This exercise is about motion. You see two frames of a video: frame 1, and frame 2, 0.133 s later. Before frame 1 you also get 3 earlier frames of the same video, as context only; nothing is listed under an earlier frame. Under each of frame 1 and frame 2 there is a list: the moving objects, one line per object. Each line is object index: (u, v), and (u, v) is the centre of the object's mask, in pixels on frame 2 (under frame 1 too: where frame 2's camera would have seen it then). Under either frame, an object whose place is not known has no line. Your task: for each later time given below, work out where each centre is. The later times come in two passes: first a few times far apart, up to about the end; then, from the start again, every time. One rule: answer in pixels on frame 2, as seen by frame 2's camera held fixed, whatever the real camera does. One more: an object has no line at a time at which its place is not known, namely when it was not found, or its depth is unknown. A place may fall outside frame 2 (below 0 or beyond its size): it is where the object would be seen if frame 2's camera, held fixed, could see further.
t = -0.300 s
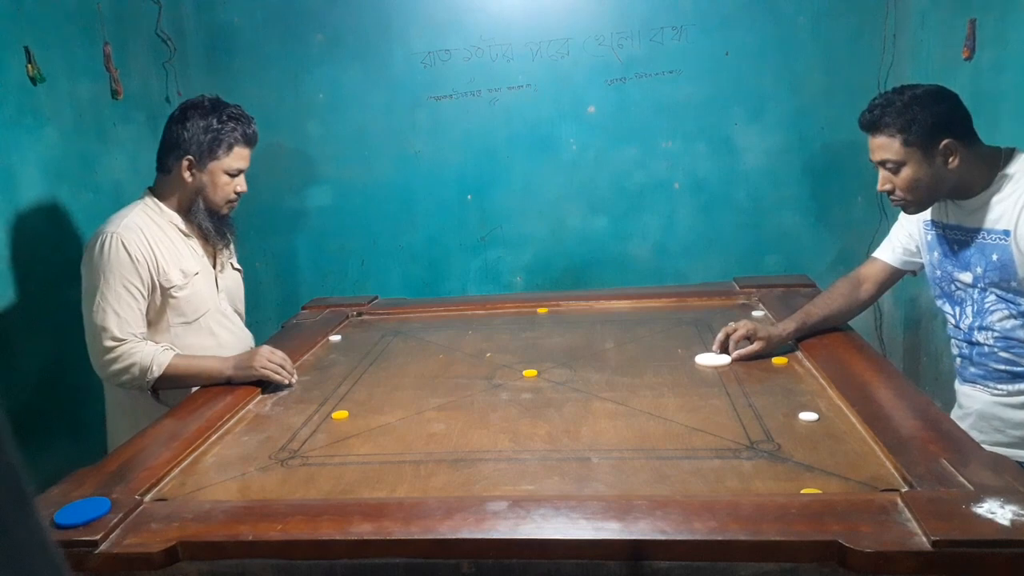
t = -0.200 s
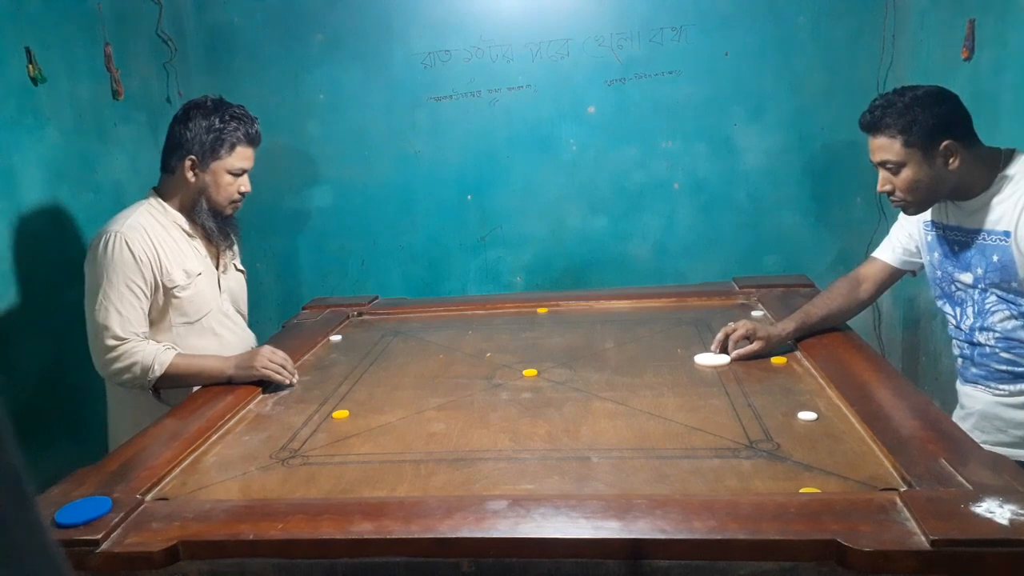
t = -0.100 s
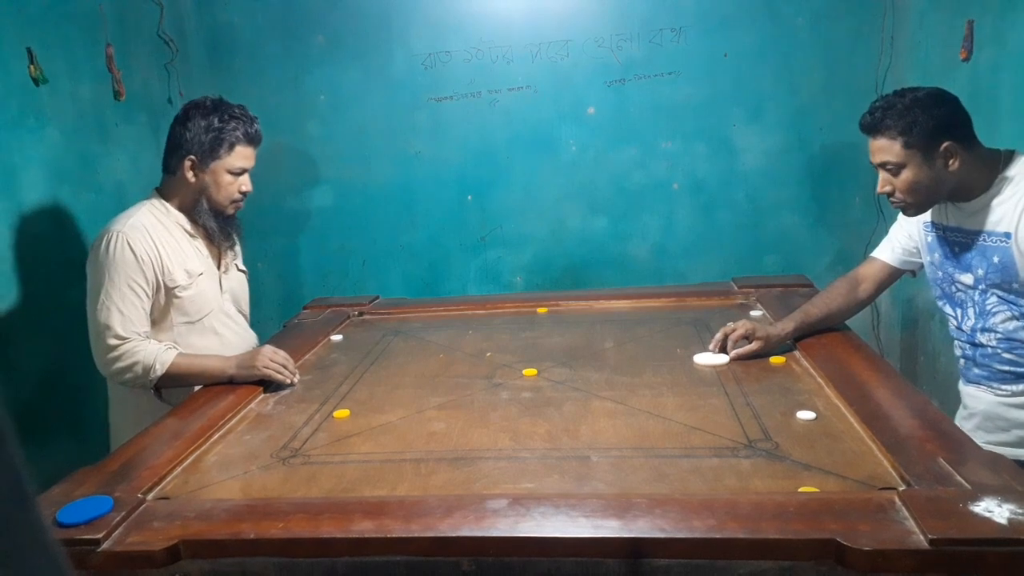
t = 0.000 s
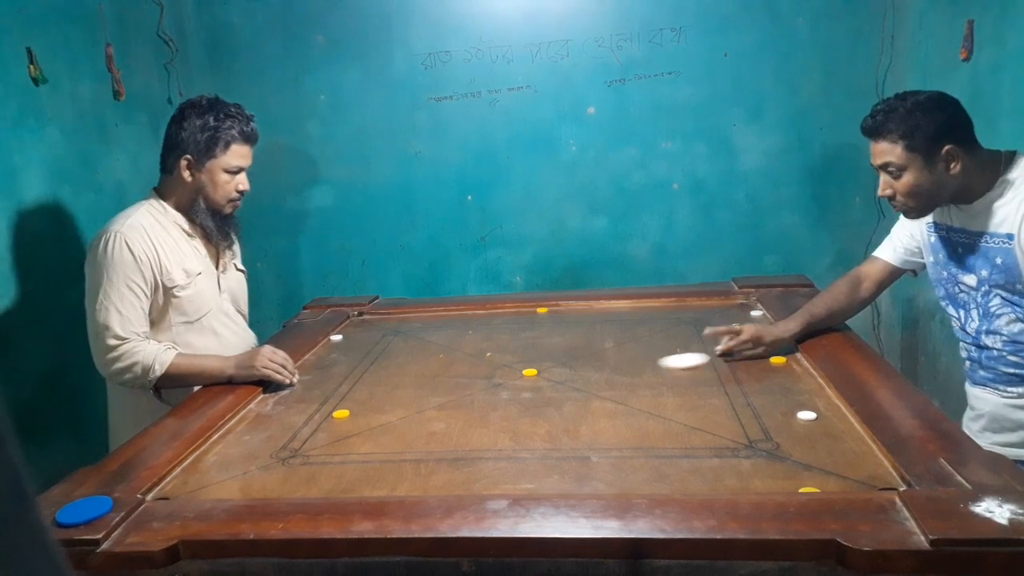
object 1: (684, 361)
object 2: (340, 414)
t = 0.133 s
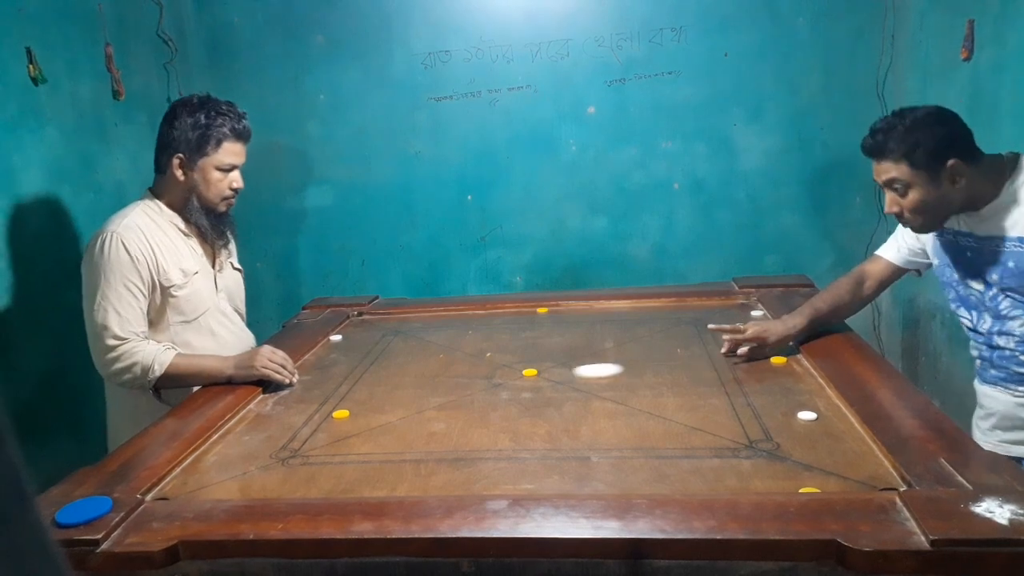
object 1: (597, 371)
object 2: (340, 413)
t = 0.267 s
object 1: (518, 380)
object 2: (340, 414)
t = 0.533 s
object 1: (373, 402)
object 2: (340, 414)
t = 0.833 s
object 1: (261, 418)
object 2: (200, 482)
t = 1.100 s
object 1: (320, 421)
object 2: (284, 476)
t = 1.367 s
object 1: (369, 422)
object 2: (359, 442)
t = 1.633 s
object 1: (407, 420)
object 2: (378, 450)
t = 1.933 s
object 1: (433, 416)
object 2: (378, 470)
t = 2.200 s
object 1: (444, 415)
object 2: (375, 480)
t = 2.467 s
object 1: (445, 415)
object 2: (372, 485)
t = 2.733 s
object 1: (445, 414)
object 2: (371, 485)
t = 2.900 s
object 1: (445, 414)
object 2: (371, 485)
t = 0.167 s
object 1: (576, 373)
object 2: (340, 413)
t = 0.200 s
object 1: (556, 375)
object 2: (340, 414)
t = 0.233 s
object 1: (536, 377)
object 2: (340, 413)
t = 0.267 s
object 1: (518, 380)
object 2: (340, 414)
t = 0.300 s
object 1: (500, 383)
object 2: (340, 414)
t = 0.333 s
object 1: (482, 385)
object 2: (340, 414)
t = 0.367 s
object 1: (464, 388)
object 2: (340, 414)
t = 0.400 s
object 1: (446, 391)
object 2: (340, 414)
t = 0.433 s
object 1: (428, 394)
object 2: (340, 413)
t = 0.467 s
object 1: (410, 396)
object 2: (340, 413)
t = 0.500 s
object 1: (391, 399)
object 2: (340, 414)
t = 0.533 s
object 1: (373, 402)
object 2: (340, 414)
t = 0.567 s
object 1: (356, 405)
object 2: (331, 417)
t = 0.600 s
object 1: (340, 407)
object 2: (308, 425)
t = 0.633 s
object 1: (324, 409)
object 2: (285, 434)
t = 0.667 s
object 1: (308, 411)
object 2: (260, 442)
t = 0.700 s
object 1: (293, 413)
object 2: (235, 451)
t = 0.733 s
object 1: (278, 414)
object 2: (209, 460)
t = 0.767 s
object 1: (263, 416)
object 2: (190, 469)
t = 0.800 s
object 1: (253, 418)
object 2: (194, 476)
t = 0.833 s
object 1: (261, 418)
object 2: (200, 482)
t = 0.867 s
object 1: (269, 419)
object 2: (206, 489)
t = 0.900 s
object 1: (277, 419)
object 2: (213, 494)
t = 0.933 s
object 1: (285, 419)
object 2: (222, 497)
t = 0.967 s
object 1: (292, 420)
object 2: (235, 495)
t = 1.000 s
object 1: (299, 420)
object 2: (247, 492)
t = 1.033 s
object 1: (306, 421)
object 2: (259, 486)
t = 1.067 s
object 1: (313, 421)
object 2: (272, 481)
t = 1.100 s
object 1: (320, 421)
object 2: (284, 476)
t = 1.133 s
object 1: (327, 421)
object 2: (295, 471)
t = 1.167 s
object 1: (333, 421)
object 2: (306, 467)
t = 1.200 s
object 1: (340, 421)
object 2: (315, 462)
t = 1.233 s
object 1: (346, 422)
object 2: (325, 458)
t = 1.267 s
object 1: (352, 422)
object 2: (333, 454)
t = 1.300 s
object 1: (358, 422)
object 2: (342, 450)
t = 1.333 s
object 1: (364, 422)
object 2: (350, 446)
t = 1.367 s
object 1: (369, 422)
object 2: (359, 442)
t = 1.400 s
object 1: (374, 423)
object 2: (366, 439)
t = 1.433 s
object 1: (380, 422)
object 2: (373, 436)
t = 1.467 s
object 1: (385, 422)
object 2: (375, 437)
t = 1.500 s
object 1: (390, 422)
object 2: (376, 440)
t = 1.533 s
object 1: (395, 421)
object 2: (376, 442)
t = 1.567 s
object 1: (399, 421)
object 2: (377, 445)
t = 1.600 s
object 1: (404, 420)
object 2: (378, 448)
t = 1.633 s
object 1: (407, 420)
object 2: (378, 450)
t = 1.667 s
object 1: (411, 420)
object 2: (379, 453)
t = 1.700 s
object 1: (414, 419)
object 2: (379, 456)
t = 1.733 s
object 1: (418, 419)
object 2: (379, 458)
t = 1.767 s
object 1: (421, 418)
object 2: (379, 460)
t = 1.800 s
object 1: (423, 418)
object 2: (379, 462)
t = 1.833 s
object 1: (426, 417)
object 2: (379, 464)
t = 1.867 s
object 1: (429, 417)
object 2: (378, 466)
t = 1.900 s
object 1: (431, 417)
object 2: (378, 468)
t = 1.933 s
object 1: (433, 416)
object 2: (378, 470)
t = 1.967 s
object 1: (435, 416)
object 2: (378, 471)
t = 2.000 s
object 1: (437, 416)
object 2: (377, 473)
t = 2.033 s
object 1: (439, 416)
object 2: (377, 475)
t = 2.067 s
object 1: (440, 415)
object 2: (377, 476)
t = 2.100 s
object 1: (441, 415)
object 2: (376, 477)
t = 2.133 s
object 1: (442, 415)
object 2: (376, 478)
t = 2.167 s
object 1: (443, 415)
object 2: (375, 479)
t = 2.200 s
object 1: (444, 415)
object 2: (375, 480)
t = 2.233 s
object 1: (444, 414)
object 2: (374, 481)
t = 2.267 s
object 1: (444, 414)
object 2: (374, 482)
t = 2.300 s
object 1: (445, 414)
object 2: (374, 482)
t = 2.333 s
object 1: (445, 414)
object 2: (373, 483)
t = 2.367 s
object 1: (445, 414)
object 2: (373, 483)
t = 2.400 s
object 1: (445, 414)
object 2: (372, 484)
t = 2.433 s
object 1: (445, 415)
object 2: (372, 484)
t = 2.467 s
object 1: (445, 415)
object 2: (372, 485)
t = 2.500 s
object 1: (445, 414)
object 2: (372, 485)
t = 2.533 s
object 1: (445, 414)
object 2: (371, 485)
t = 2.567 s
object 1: (445, 414)
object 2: (371, 485)
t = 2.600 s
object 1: (445, 414)
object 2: (371, 485)
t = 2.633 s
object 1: (445, 414)
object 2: (371, 485)
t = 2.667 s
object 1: (445, 414)
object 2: (371, 485)
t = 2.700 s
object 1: (445, 414)
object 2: (371, 485)
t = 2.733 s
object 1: (445, 414)
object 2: (371, 485)
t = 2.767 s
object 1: (445, 414)
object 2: (371, 485)
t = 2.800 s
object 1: (445, 414)
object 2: (371, 485)
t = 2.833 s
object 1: (445, 414)
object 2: (371, 485)
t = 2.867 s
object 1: (445, 414)
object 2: (371, 485)
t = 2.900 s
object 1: (445, 414)
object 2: (371, 485)
